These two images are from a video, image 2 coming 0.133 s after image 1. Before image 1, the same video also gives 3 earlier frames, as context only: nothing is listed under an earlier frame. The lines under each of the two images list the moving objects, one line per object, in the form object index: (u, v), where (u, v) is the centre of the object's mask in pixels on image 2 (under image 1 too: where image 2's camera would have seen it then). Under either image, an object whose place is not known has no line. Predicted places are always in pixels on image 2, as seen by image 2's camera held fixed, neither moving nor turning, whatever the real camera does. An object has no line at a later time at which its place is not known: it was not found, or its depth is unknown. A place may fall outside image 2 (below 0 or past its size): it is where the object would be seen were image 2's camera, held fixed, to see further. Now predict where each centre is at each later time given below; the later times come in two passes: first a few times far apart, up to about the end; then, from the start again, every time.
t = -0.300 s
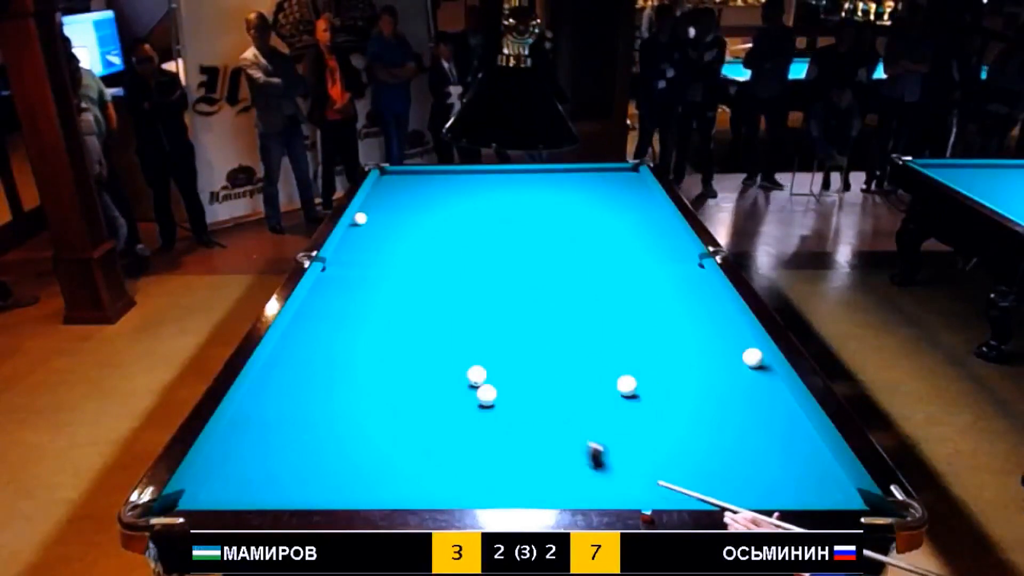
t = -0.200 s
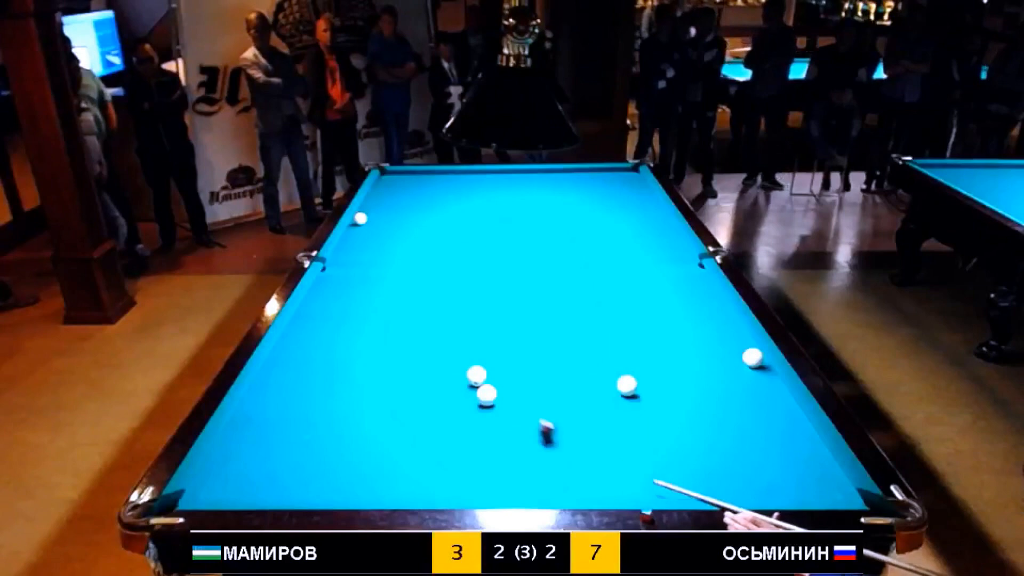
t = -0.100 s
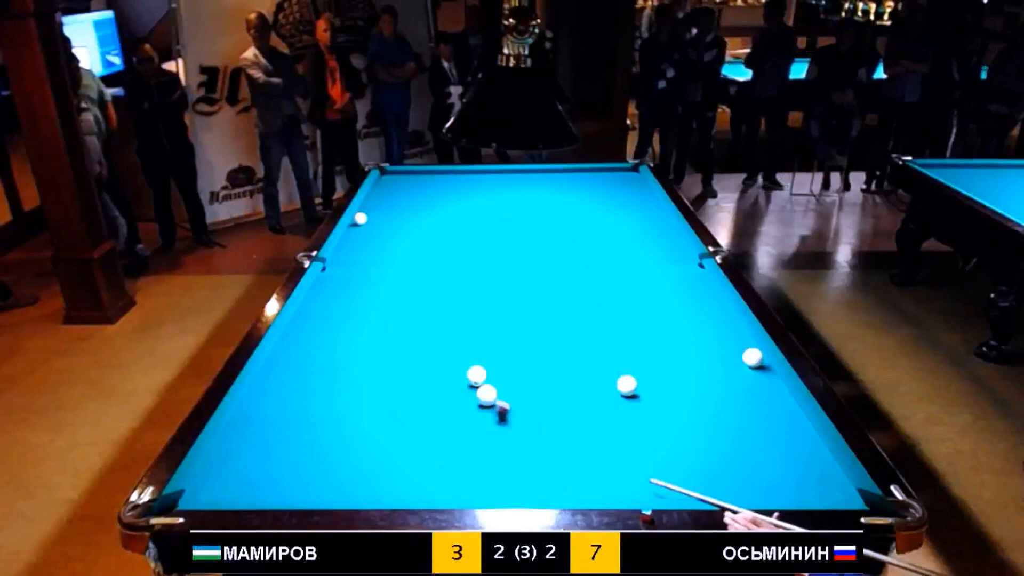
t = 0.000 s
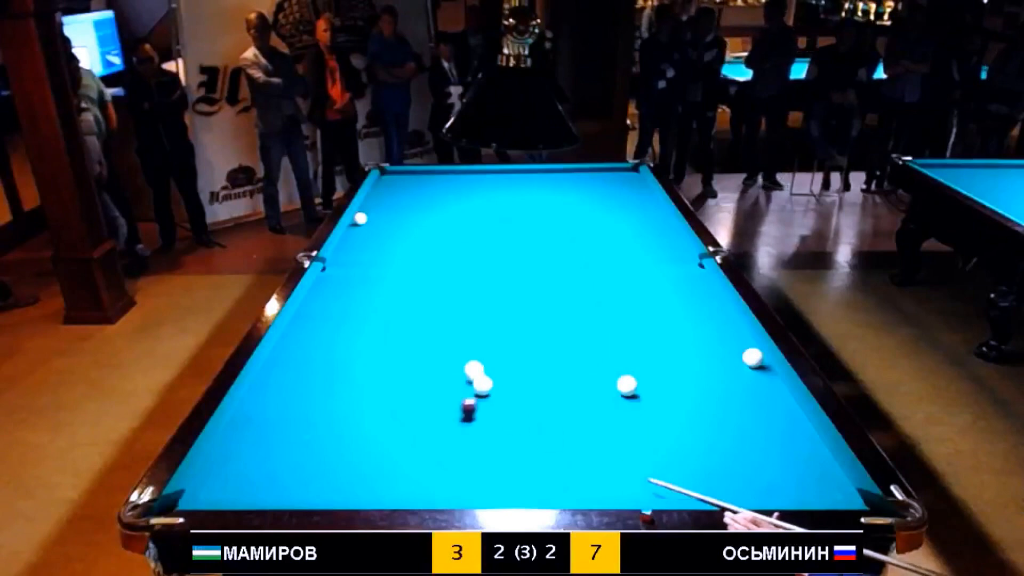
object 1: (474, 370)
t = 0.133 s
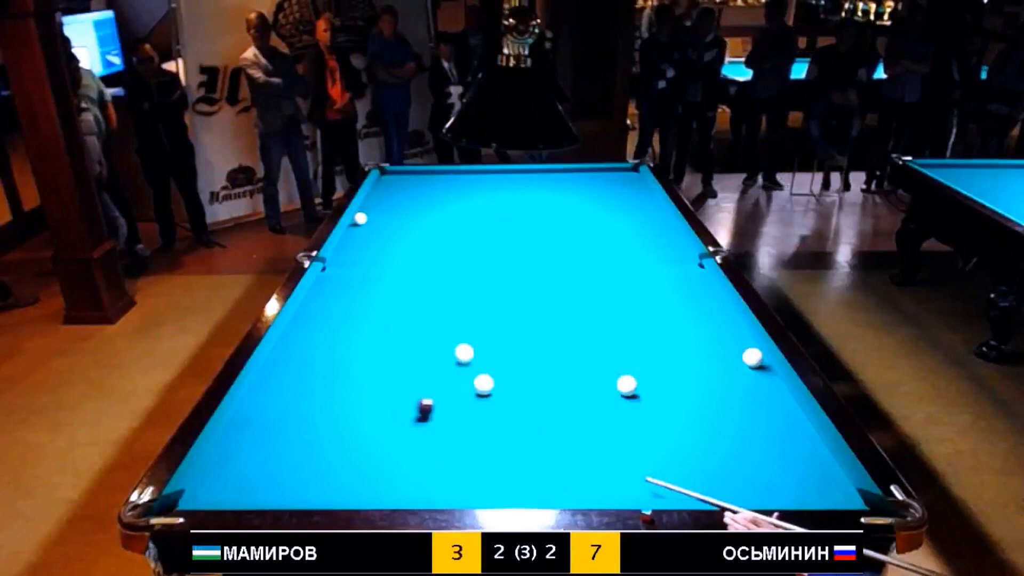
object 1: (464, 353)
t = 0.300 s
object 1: (454, 336)
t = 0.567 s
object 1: (441, 312)
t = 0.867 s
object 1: (428, 289)
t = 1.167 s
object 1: (417, 269)
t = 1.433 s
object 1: (408, 254)
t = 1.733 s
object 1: (400, 239)
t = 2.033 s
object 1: (394, 225)
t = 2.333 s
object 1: (388, 214)
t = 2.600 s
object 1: (383, 205)
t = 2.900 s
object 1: (378, 195)
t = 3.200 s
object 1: (377, 187)
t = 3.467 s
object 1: (383, 181)
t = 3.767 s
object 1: (391, 176)
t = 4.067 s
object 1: (397, 172)
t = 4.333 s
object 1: (399, 174)
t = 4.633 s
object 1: (401, 177)
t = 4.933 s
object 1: (402, 180)
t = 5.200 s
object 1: (403, 181)
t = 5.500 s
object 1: (405, 185)
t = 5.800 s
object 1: (407, 187)
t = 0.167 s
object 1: (462, 349)
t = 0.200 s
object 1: (460, 346)
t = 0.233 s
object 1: (458, 343)
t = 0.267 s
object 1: (456, 339)
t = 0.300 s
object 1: (454, 336)
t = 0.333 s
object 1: (452, 333)
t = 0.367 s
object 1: (451, 329)
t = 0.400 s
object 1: (449, 326)
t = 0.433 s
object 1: (447, 323)
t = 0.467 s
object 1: (446, 320)
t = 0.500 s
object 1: (444, 318)
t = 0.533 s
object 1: (442, 315)
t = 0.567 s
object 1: (441, 312)
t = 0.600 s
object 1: (439, 309)
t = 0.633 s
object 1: (438, 306)
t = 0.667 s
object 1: (436, 304)
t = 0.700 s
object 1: (435, 301)
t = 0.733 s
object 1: (433, 299)
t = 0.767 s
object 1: (432, 296)
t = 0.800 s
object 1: (430, 294)
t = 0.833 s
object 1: (429, 291)
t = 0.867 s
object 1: (428, 289)
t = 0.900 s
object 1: (427, 286)
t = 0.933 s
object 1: (425, 284)
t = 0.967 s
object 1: (424, 282)
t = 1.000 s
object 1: (423, 280)
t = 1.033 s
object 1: (422, 278)
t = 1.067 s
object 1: (420, 275)
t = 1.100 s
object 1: (419, 273)
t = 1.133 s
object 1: (418, 271)
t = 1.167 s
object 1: (417, 269)
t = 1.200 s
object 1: (416, 267)
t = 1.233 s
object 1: (415, 265)
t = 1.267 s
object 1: (414, 263)
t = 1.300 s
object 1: (413, 261)
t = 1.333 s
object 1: (412, 260)
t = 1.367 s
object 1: (411, 258)
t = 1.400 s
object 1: (410, 256)
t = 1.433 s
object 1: (408, 254)
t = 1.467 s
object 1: (407, 252)
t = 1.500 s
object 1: (407, 250)
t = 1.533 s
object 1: (406, 249)
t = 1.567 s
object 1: (405, 247)
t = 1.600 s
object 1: (404, 245)
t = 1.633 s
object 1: (403, 244)
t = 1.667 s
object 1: (402, 242)
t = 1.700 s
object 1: (401, 240)
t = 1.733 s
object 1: (400, 239)
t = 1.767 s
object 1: (400, 237)
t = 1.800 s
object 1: (399, 236)
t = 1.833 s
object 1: (398, 234)
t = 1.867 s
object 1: (397, 233)
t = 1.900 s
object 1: (397, 231)
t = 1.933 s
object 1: (396, 230)
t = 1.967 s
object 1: (395, 228)
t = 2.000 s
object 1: (394, 227)
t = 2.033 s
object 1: (394, 225)
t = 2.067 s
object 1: (393, 224)
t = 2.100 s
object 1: (392, 223)
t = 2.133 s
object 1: (391, 221)
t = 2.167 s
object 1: (391, 220)
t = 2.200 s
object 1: (390, 219)
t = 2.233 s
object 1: (390, 218)
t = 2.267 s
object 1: (389, 216)
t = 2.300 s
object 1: (388, 215)
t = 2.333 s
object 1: (388, 214)
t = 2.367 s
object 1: (387, 213)
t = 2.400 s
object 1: (386, 211)
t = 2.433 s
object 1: (386, 210)
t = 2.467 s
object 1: (385, 209)
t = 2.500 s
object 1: (384, 208)
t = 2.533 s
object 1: (384, 207)
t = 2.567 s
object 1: (383, 206)
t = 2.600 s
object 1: (383, 205)
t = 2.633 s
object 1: (382, 203)
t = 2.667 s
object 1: (382, 203)
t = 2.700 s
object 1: (381, 201)
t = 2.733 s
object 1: (381, 200)
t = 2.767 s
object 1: (380, 199)
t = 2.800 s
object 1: (380, 198)
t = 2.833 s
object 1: (379, 197)
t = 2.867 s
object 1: (379, 196)
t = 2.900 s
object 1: (378, 195)
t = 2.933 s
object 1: (378, 194)
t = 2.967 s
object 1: (378, 193)
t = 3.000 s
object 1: (377, 192)
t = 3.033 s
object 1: (376, 192)
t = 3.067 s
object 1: (376, 191)
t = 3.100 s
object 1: (376, 190)
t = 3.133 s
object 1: (375, 189)
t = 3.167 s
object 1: (376, 188)
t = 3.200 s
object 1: (377, 187)
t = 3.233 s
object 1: (377, 186)
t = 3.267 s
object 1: (378, 186)
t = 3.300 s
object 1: (379, 185)
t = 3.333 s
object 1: (380, 184)
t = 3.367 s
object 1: (381, 184)
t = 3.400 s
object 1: (382, 183)
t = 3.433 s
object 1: (383, 182)
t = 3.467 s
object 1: (383, 181)
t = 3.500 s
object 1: (384, 181)
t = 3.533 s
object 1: (385, 180)
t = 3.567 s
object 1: (386, 179)
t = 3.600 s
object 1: (387, 179)
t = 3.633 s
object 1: (388, 178)
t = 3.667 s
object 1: (389, 177)
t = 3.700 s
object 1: (389, 177)
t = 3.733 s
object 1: (390, 176)
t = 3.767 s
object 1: (391, 176)
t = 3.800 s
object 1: (392, 175)
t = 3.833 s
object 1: (392, 174)
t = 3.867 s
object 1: (393, 174)
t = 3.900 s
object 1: (394, 173)
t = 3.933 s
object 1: (395, 173)
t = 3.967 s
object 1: (396, 172)
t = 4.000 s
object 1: (396, 172)
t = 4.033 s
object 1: (397, 172)
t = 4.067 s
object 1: (397, 172)
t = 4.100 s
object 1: (397, 172)
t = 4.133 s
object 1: (397, 172)
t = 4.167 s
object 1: (398, 173)
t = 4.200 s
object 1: (398, 173)
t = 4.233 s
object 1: (398, 173)
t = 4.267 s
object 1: (398, 174)
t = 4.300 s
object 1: (398, 174)
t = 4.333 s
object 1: (399, 174)
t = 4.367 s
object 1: (399, 175)
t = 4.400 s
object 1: (399, 175)
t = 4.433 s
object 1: (399, 175)
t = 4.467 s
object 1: (399, 176)
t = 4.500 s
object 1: (400, 176)
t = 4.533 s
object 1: (400, 176)
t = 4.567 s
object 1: (400, 177)
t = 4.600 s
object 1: (400, 177)
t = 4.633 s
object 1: (401, 177)
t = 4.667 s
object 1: (401, 177)
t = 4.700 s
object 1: (401, 178)
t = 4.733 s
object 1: (401, 178)
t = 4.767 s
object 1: (401, 179)
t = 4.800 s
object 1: (402, 179)
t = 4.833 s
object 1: (402, 179)
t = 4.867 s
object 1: (402, 179)
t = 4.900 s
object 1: (402, 180)
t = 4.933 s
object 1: (402, 180)
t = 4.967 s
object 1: (402, 180)
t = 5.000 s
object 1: (402, 180)
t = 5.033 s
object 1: (402, 181)
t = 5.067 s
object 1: (403, 181)
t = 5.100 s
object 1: (403, 181)
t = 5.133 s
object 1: (403, 181)
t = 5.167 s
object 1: (403, 181)
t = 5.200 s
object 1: (403, 181)
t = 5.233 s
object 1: (403, 182)
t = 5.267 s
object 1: (404, 183)
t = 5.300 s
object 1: (404, 183)
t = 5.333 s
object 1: (405, 183)
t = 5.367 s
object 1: (405, 183)
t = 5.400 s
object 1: (405, 184)
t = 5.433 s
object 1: (405, 184)
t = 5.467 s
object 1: (405, 184)
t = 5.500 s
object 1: (405, 185)
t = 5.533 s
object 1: (405, 185)
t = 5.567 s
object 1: (406, 185)
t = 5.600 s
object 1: (406, 186)
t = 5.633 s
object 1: (406, 186)
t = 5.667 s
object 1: (406, 186)
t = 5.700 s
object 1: (406, 186)
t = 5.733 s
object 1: (407, 186)
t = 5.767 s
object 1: (407, 187)
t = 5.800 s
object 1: (407, 187)
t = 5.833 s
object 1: (407, 187)
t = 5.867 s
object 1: (407, 187)
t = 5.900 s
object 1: (407, 188)
